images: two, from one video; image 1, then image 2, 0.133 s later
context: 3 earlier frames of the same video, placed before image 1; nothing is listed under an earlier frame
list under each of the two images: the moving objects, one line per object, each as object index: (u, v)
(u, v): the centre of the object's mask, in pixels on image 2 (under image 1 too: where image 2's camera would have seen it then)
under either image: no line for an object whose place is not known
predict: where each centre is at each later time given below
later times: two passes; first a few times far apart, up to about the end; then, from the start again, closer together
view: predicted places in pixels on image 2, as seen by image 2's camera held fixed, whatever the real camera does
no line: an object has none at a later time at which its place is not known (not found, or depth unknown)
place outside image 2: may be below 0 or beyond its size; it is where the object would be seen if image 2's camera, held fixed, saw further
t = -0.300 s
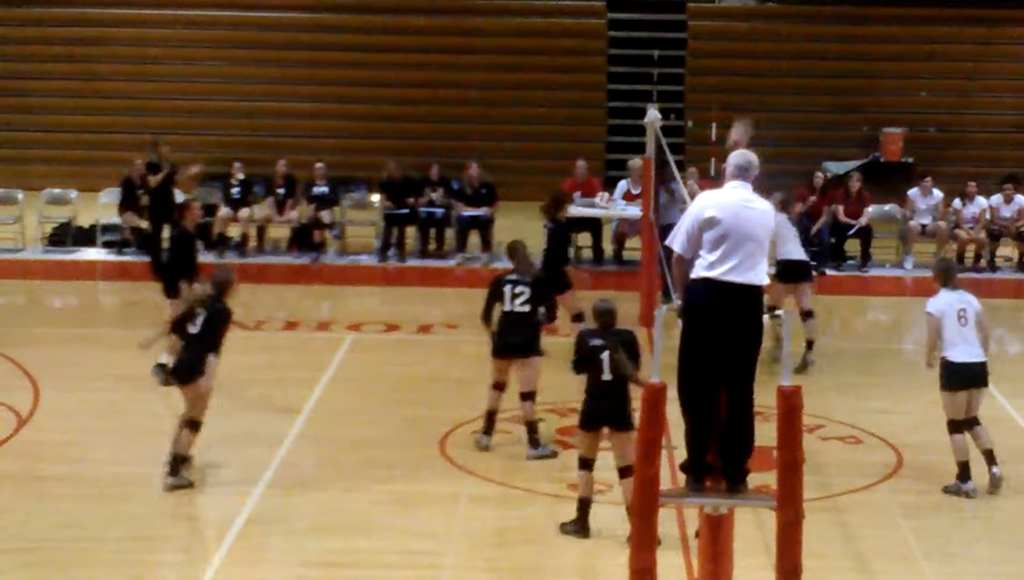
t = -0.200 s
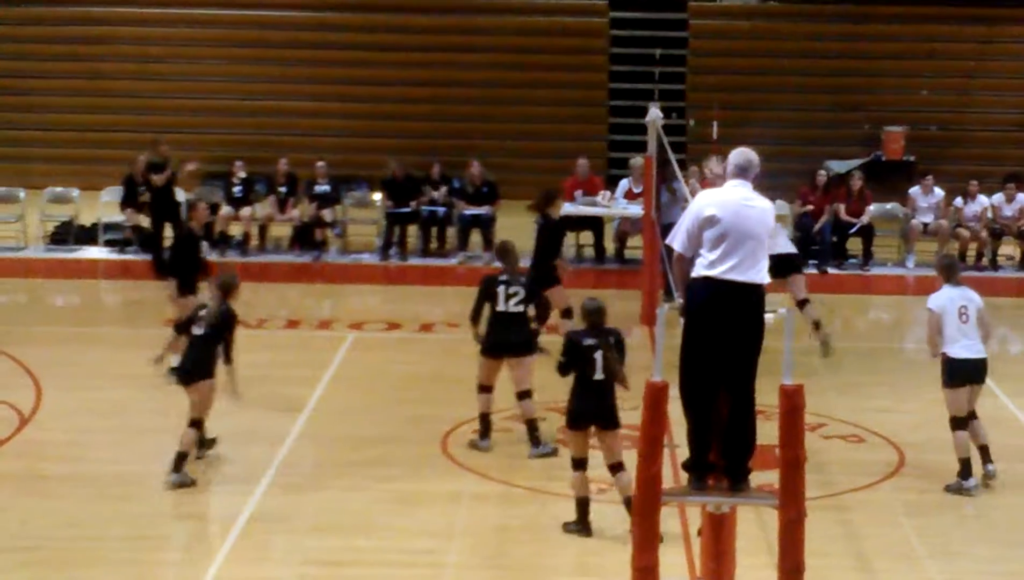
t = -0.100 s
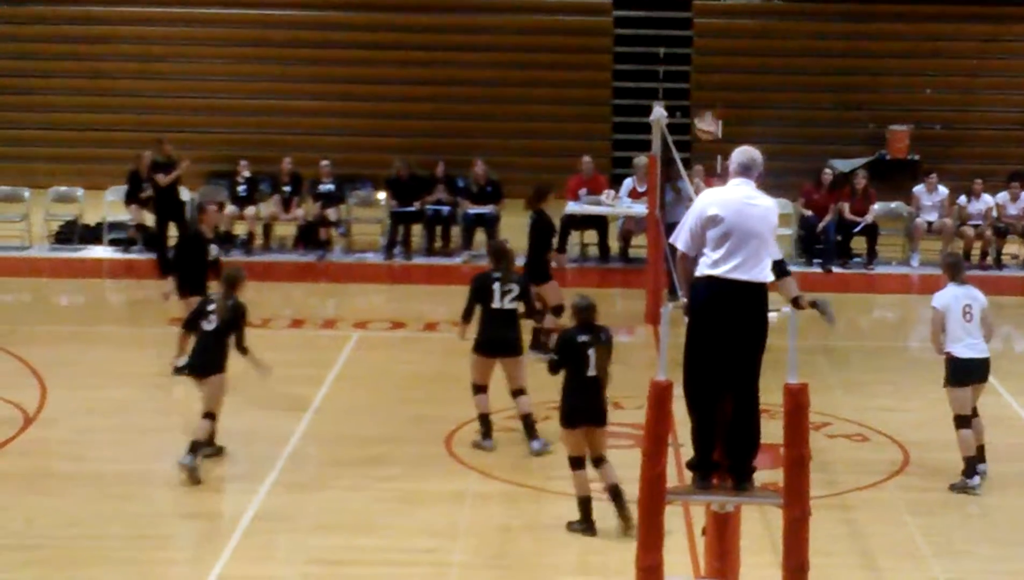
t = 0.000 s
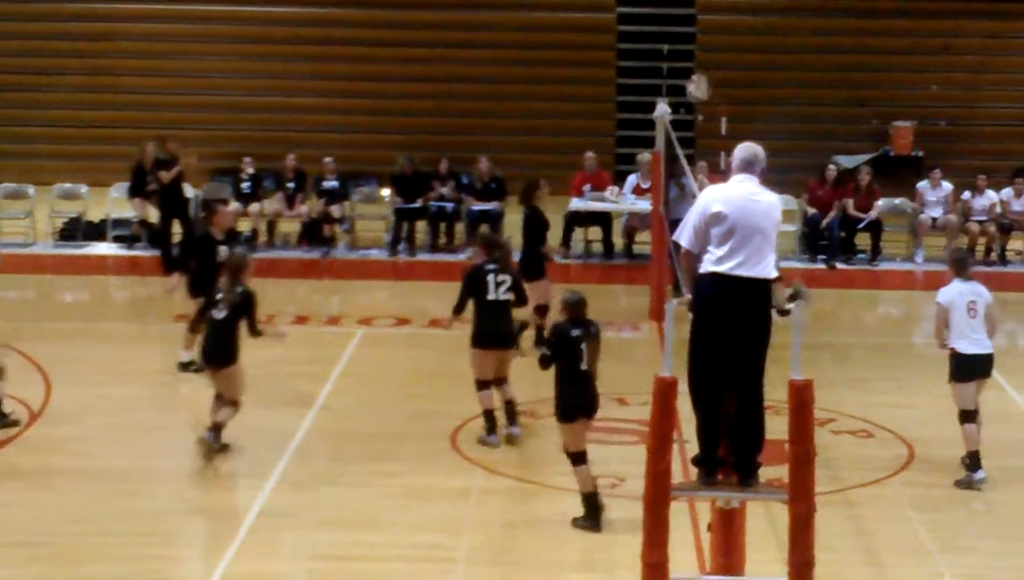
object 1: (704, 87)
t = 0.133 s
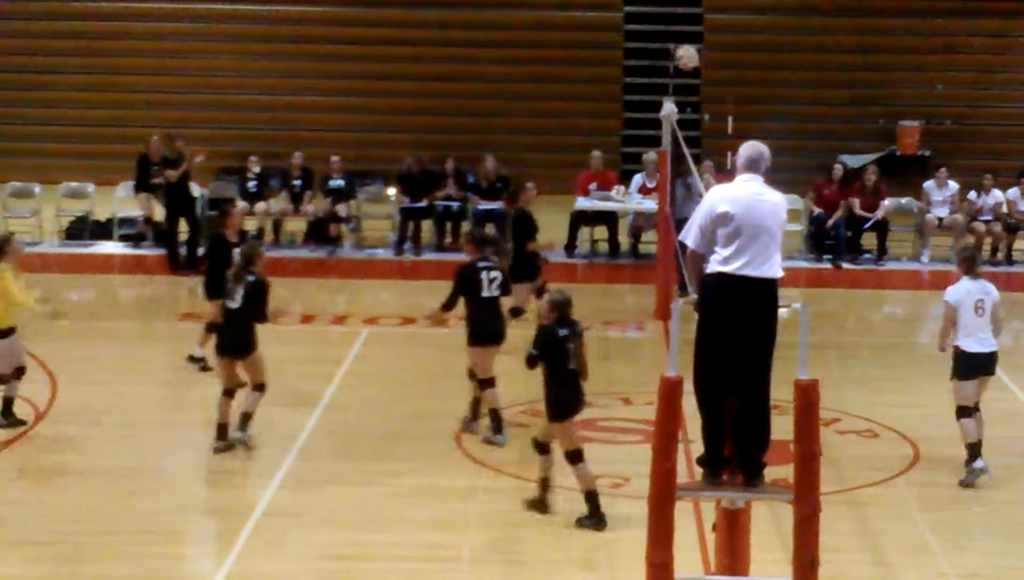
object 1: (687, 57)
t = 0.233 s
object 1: (672, 48)
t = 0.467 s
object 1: (637, 69)
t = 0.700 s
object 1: (595, 159)
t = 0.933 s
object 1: (549, 326)
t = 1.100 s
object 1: (515, 450)
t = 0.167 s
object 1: (682, 54)
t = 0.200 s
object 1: (677, 51)
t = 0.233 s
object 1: (672, 48)
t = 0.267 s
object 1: (668, 48)
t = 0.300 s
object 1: (663, 48)
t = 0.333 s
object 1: (658, 50)
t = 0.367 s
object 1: (653, 52)
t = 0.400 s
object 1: (648, 56)
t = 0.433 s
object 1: (642, 62)
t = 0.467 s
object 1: (637, 69)
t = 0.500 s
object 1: (631, 77)
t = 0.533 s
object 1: (625, 88)
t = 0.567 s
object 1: (620, 99)
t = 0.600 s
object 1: (614, 113)
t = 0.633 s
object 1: (608, 128)
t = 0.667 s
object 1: (602, 144)
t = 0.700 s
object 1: (595, 159)
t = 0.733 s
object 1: (590, 178)
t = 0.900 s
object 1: (556, 299)
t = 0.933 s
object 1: (549, 326)
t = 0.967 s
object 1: (542, 360)
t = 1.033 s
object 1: (528, 422)
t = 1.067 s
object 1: (519, 464)
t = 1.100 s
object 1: (515, 450)
